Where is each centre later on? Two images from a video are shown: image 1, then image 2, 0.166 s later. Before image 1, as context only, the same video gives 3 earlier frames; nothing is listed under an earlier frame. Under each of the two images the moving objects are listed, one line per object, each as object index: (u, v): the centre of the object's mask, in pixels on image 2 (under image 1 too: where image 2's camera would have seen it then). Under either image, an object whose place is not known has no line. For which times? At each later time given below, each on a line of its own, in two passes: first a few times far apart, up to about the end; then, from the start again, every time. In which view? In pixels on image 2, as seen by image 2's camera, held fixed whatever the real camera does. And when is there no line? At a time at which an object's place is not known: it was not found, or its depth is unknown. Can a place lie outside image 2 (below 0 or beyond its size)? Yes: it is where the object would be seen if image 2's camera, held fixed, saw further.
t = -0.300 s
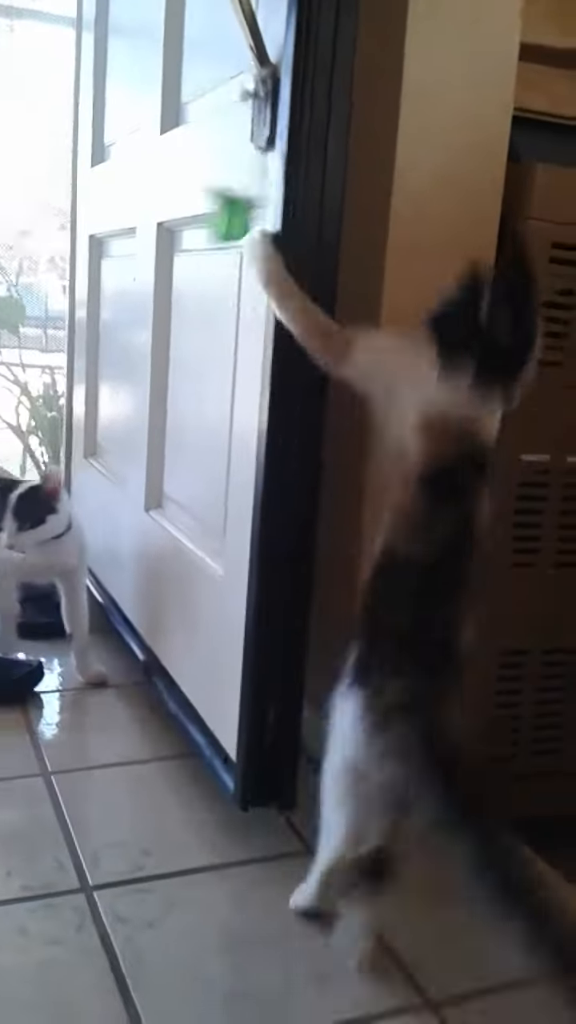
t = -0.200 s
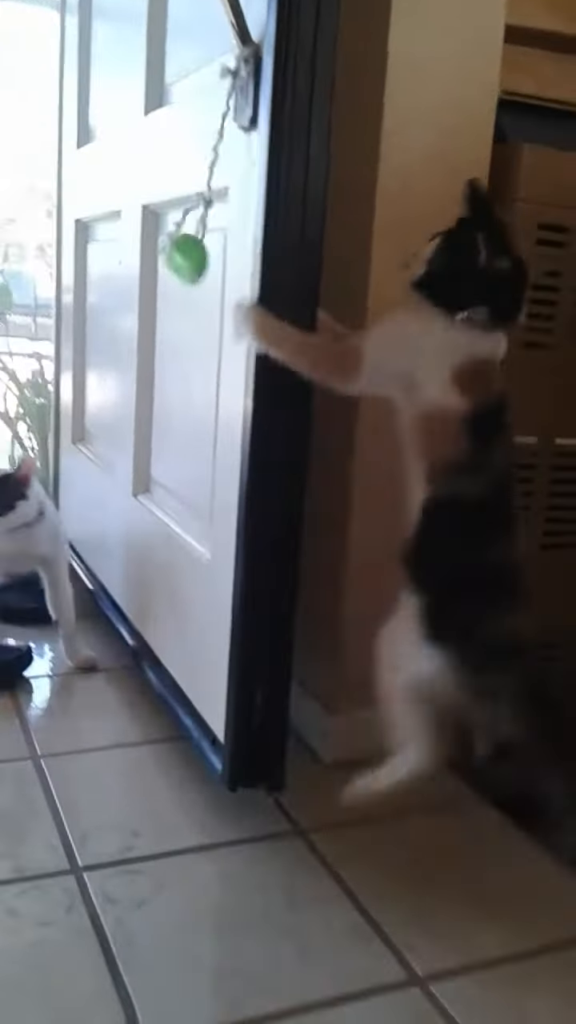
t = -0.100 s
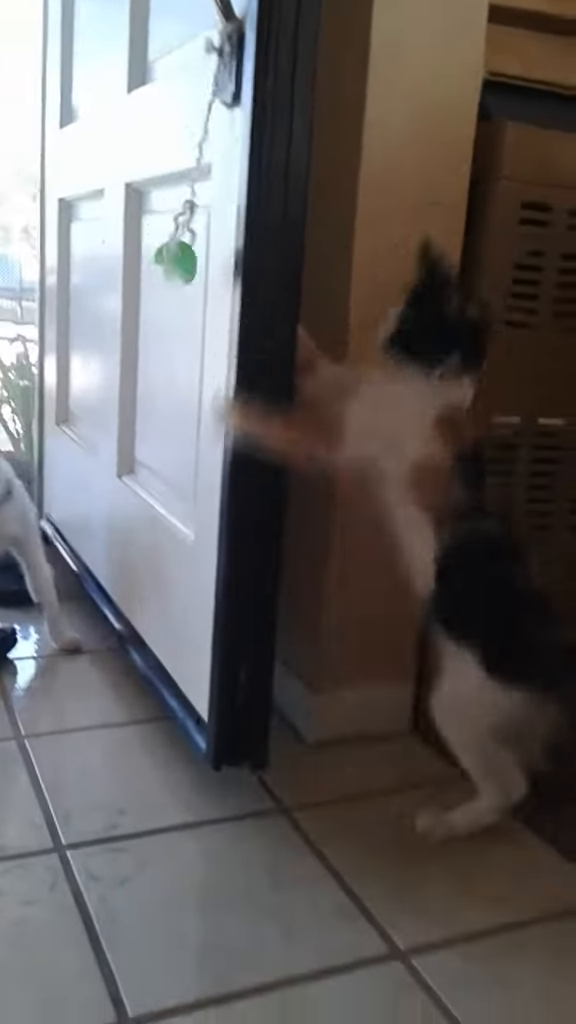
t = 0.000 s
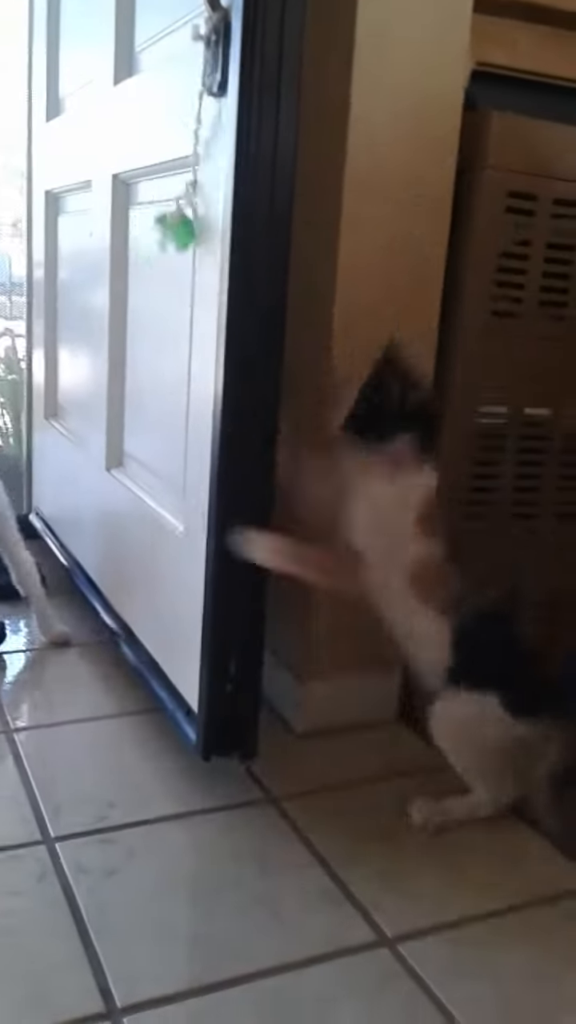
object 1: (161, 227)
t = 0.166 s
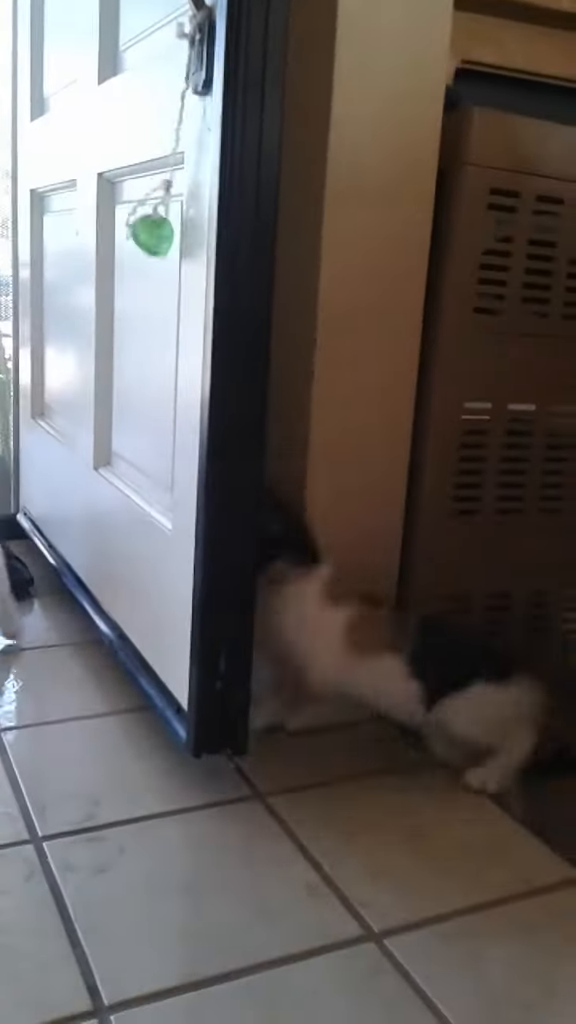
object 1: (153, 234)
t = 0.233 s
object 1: (159, 250)
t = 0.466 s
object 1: (194, 223)
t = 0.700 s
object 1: (176, 245)
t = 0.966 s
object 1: (157, 240)
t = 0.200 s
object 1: (157, 242)
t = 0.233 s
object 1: (159, 250)
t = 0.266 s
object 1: (158, 252)
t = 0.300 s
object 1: (160, 251)
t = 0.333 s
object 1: (163, 247)
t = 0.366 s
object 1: (168, 239)
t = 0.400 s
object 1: (176, 233)
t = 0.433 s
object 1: (185, 227)
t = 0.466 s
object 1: (194, 223)
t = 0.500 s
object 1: (203, 222)
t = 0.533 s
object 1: (210, 225)
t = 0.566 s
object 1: (208, 228)
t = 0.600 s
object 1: (202, 230)
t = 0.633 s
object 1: (194, 234)
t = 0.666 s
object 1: (185, 239)
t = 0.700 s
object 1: (176, 245)
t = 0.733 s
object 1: (170, 249)
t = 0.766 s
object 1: (165, 250)
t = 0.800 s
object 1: (163, 250)
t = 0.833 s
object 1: (162, 248)
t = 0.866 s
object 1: (159, 246)
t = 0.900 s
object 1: (155, 243)
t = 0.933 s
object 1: (155, 241)
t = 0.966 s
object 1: (157, 240)
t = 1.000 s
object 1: (157, 241)
